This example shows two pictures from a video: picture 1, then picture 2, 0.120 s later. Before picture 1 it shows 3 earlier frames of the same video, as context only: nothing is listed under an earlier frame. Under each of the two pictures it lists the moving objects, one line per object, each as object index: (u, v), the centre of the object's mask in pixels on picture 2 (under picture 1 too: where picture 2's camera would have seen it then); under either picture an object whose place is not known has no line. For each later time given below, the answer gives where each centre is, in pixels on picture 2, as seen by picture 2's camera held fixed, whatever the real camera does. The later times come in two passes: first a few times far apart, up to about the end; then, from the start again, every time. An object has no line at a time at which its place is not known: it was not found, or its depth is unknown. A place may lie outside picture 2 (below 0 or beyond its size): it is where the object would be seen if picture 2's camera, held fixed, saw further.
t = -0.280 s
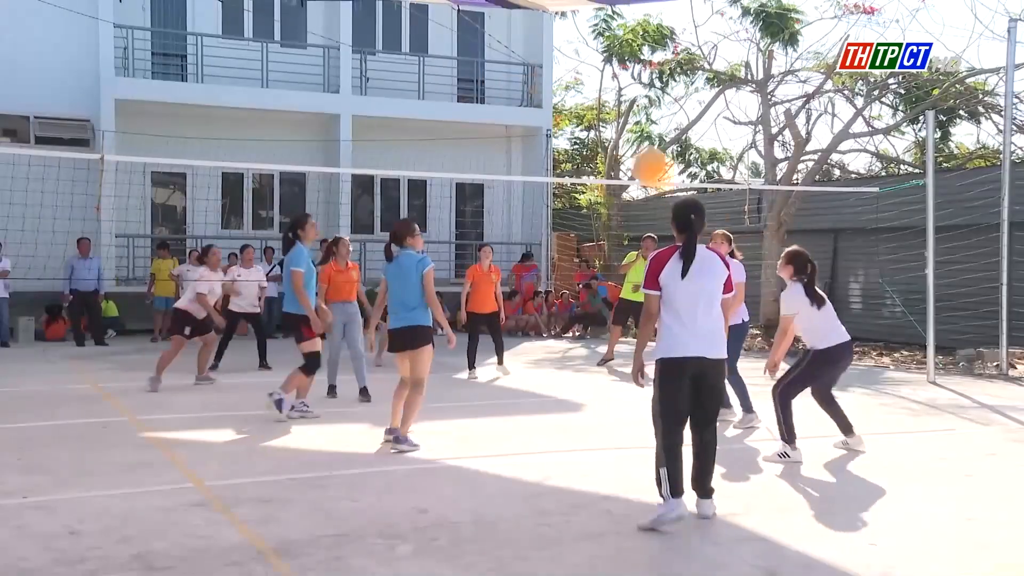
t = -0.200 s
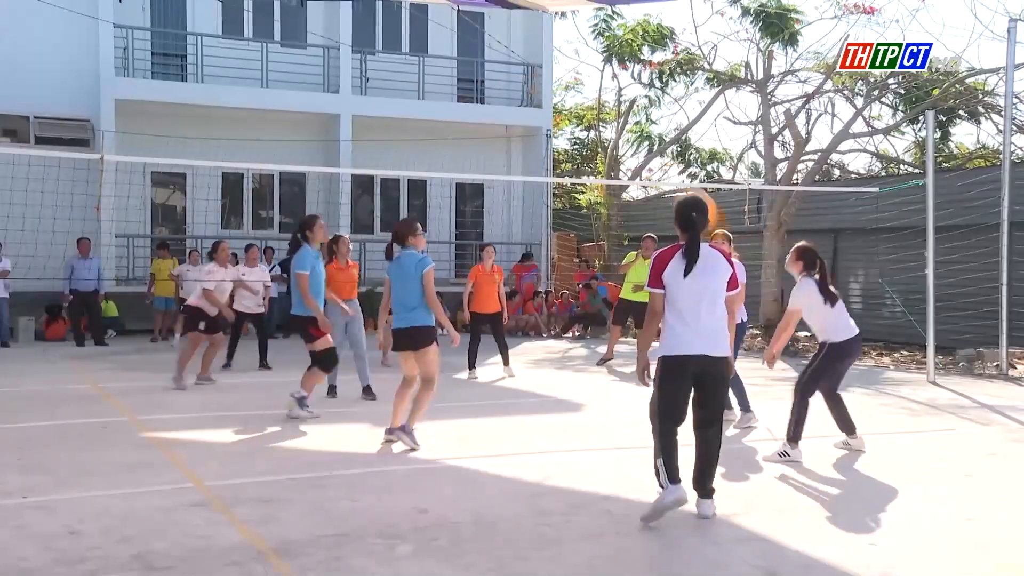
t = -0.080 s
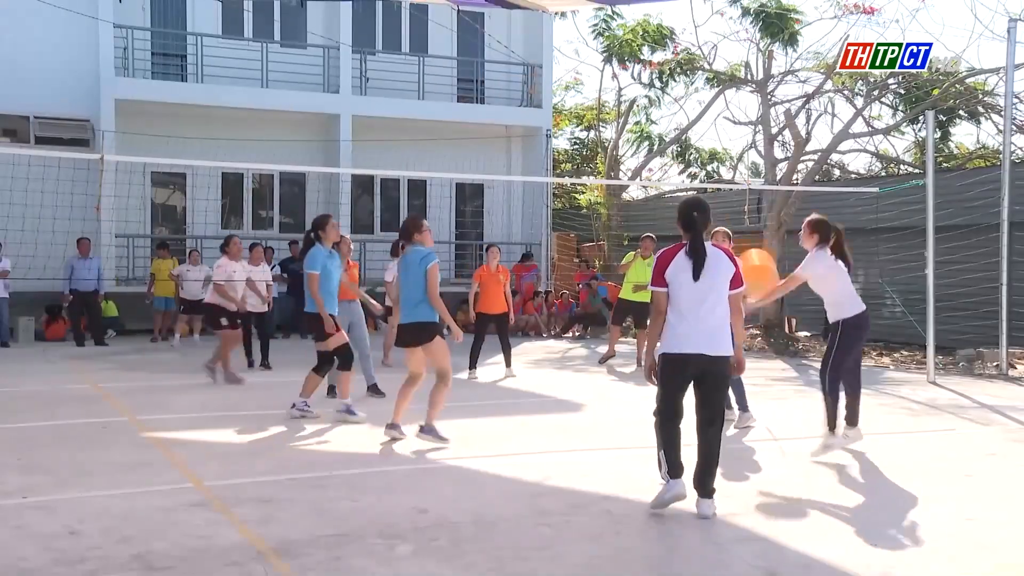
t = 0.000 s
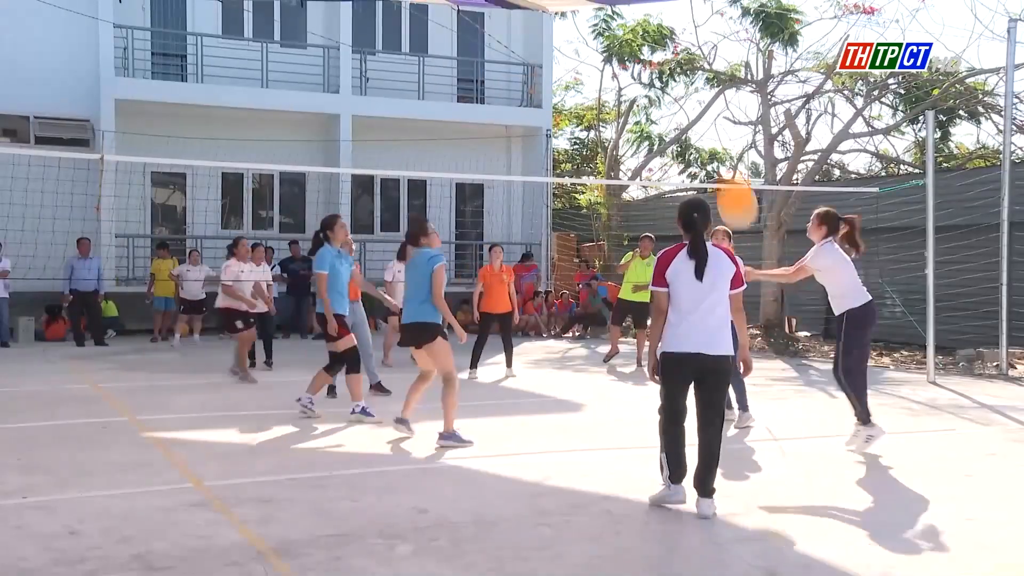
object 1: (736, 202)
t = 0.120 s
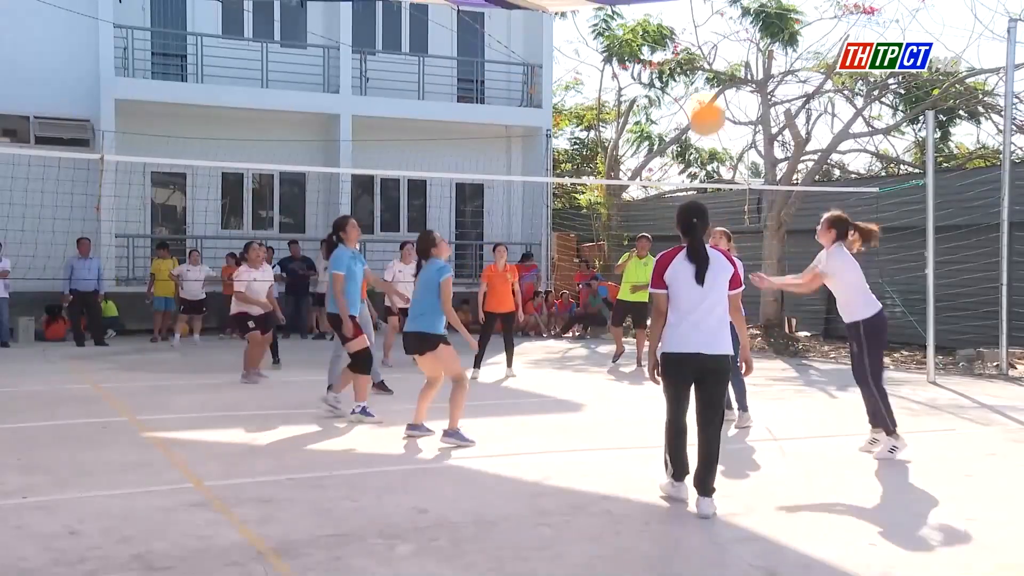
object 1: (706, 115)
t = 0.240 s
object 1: (679, 59)
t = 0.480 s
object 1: (623, 11)
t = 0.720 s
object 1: (575, 27)
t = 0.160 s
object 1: (696, 91)
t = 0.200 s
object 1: (687, 72)
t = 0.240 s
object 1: (679, 59)
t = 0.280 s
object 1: (669, 45)
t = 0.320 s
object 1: (659, 32)
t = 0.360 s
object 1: (651, 24)
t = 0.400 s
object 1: (642, 16)
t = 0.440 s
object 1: (633, 13)
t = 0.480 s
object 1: (623, 11)
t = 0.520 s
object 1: (615, 10)
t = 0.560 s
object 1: (607, 10)
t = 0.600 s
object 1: (599, 11)
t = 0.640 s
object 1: (591, 14)
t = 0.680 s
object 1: (583, 19)
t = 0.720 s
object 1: (575, 27)
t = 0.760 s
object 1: (567, 37)
